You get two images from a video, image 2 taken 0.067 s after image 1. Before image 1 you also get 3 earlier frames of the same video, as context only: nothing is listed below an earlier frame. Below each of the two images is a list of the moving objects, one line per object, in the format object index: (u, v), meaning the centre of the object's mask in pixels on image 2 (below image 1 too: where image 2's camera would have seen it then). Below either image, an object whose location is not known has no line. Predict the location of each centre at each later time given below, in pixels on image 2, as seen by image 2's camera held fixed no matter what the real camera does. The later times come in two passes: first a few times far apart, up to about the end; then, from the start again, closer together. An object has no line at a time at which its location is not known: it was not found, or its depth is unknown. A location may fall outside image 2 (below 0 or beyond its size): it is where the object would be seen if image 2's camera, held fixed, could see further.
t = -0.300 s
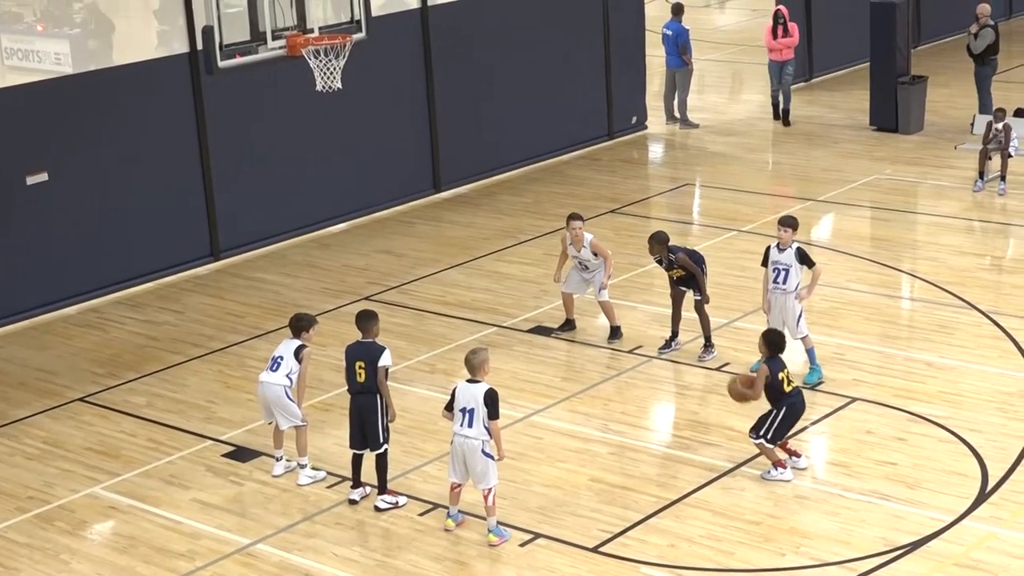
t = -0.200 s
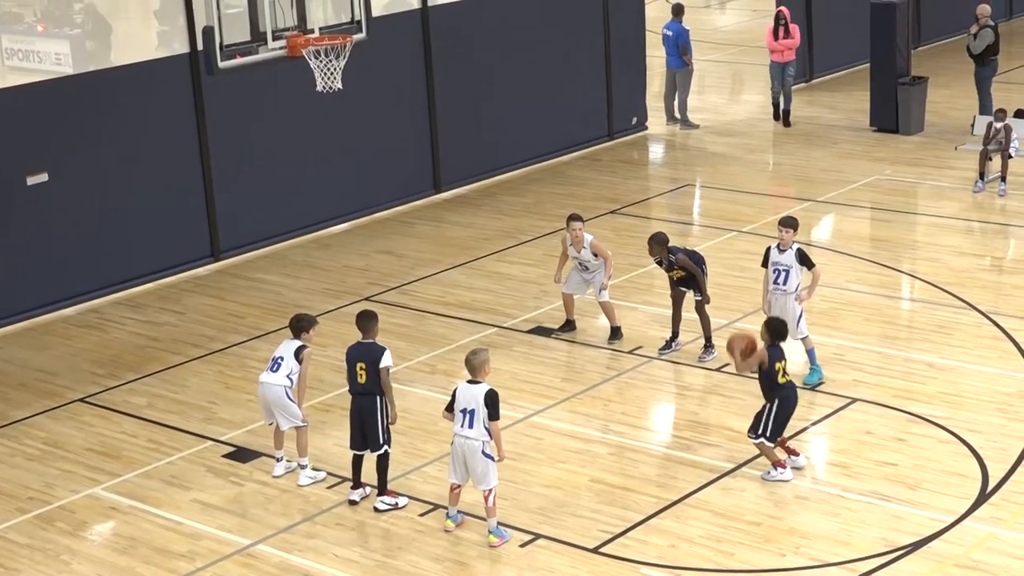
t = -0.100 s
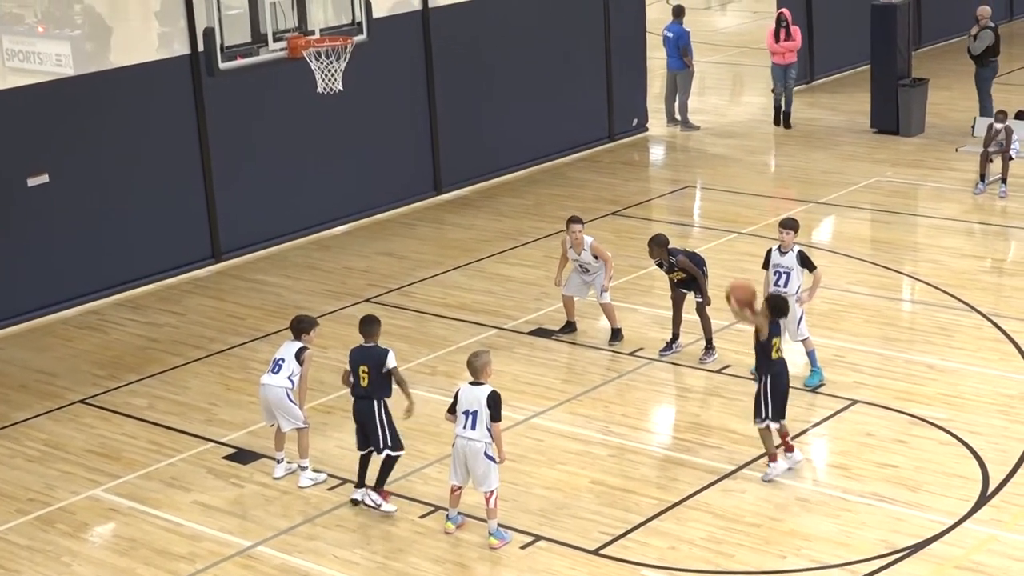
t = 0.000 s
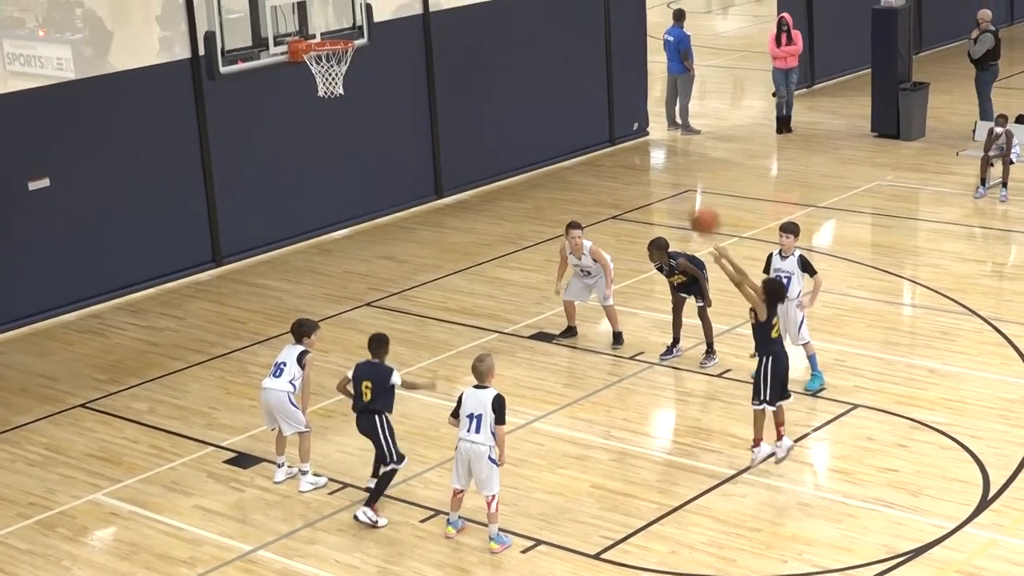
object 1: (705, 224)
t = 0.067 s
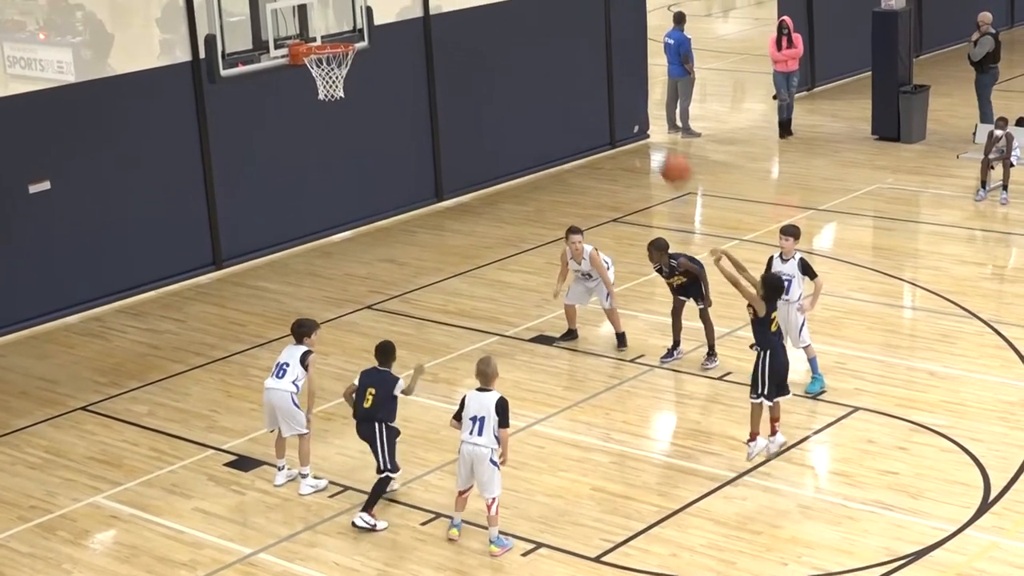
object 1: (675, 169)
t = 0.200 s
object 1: (618, 79)
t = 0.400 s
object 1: (537, -7)
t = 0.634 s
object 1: (453, -46)
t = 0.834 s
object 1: (389, -24)
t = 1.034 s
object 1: (334, 41)
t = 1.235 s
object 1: (312, 110)
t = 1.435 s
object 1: (300, 206)
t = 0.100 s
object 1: (661, 145)
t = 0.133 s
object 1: (645, 120)
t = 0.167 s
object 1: (631, 99)
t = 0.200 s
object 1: (618, 79)
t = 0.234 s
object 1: (604, 61)
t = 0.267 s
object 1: (590, 44)
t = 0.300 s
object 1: (577, 29)
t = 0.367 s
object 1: (550, 4)
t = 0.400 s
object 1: (537, -7)
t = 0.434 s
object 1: (524, -18)
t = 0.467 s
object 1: (512, -26)
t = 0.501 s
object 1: (500, -32)
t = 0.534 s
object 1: (488, -38)
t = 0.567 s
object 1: (476, -42)
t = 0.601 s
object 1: (464, -45)
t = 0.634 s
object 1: (453, -46)
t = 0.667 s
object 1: (442, -45)
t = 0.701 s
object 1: (430, -44)
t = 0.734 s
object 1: (420, -41)
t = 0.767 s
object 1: (409, -37)
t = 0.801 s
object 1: (399, -31)
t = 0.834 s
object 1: (389, -24)
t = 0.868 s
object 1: (379, -16)
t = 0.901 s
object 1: (370, -6)
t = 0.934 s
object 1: (361, 4)
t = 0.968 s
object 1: (352, 16)
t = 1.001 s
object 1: (343, 30)
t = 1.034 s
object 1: (334, 41)
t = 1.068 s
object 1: (329, 55)
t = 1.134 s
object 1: (320, 80)
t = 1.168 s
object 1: (319, 90)
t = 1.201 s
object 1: (315, 97)
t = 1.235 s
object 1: (312, 110)
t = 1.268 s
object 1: (310, 123)
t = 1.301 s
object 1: (308, 137)
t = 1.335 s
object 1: (306, 153)
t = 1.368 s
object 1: (304, 169)
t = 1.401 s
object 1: (302, 188)
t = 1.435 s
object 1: (300, 206)
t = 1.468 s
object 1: (300, 225)
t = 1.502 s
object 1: (297, 246)
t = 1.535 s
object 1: (295, 269)
